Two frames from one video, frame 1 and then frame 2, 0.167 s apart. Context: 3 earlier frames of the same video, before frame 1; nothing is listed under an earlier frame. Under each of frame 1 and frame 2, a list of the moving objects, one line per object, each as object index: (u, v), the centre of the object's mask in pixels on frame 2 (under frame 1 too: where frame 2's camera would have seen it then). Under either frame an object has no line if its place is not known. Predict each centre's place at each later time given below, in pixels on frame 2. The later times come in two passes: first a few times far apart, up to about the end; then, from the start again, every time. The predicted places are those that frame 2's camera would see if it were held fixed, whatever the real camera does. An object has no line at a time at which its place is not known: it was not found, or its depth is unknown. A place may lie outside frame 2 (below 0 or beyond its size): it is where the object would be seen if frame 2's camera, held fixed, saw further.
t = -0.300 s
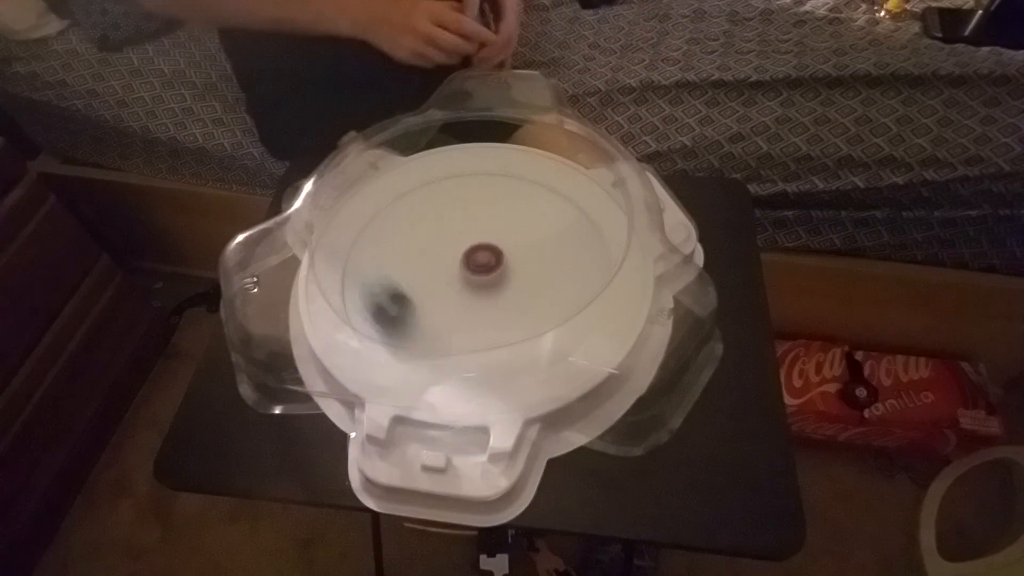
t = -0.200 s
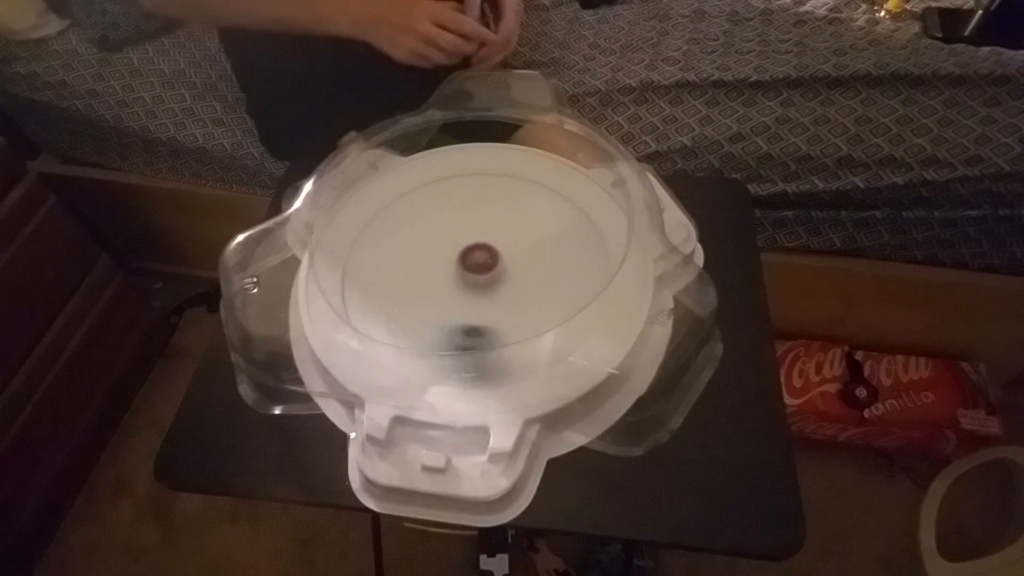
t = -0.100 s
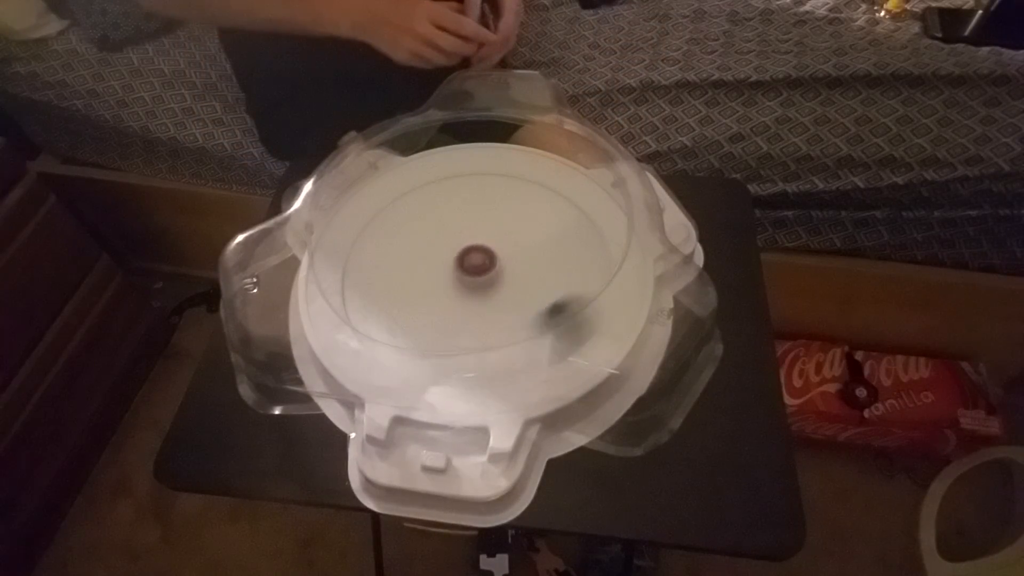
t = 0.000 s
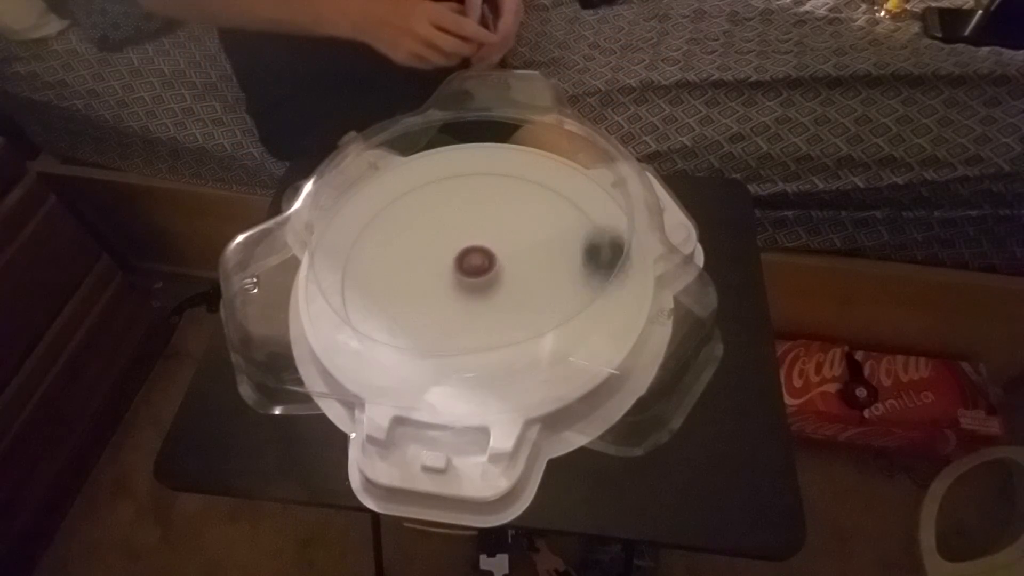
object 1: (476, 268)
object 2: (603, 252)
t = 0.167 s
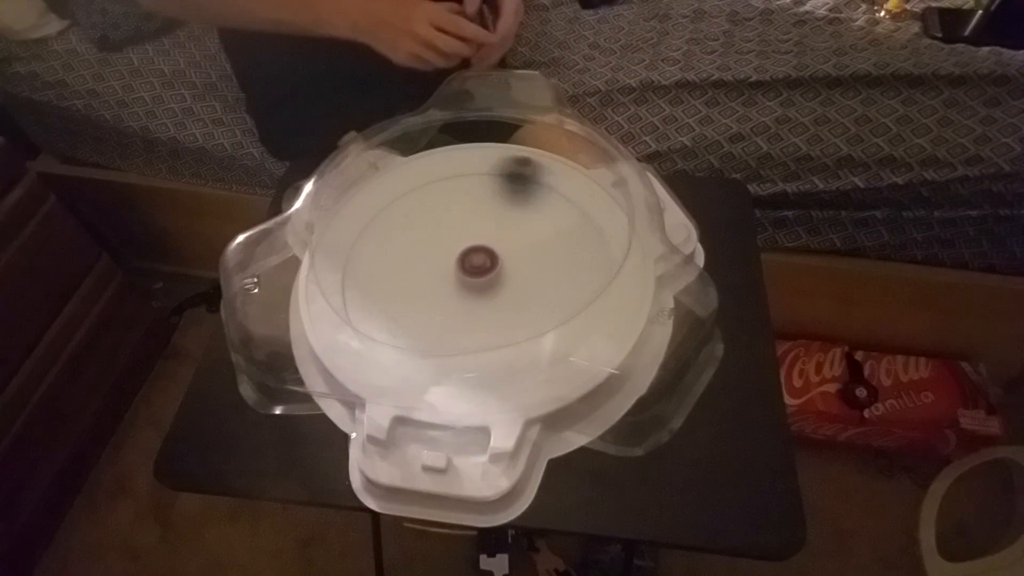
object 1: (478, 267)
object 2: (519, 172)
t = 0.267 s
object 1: (478, 268)
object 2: (439, 181)
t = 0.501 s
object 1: (478, 266)
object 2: (403, 328)
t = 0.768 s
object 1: (477, 268)
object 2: (599, 274)
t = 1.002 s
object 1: (478, 268)
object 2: (488, 183)
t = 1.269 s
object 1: (472, 268)
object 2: (377, 316)
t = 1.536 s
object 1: (477, 269)
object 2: (570, 304)
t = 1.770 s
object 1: (482, 268)
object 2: (511, 194)
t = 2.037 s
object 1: (484, 263)
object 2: (356, 276)
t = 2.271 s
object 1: (475, 261)
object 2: (502, 333)
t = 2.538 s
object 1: (475, 267)
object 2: (518, 201)
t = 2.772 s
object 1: (482, 268)
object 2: (372, 229)
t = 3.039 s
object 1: (484, 265)
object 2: (486, 326)
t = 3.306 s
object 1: (481, 265)
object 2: (537, 204)
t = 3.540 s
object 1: (481, 265)
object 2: (396, 213)
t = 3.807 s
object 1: (481, 266)
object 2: (472, 328)
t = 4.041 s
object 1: (477, 269)
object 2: (572, 239)
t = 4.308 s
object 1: (474, 267)
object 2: (430, 202)
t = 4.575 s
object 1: (474, 264)
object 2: (443, 329)
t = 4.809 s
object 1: (473, 267)
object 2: (571, 274)
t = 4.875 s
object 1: (472, 267)
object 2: (564, 240)
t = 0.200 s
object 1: (478, 267)
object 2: (491, 169)
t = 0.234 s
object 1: (478, 267)
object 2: (464, 173)
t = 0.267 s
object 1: (478, 268)
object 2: (439, 181)
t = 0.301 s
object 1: (479, 268)
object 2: (414, 198)
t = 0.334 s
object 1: (479, 268)
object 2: (395, 217)
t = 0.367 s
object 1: (479, 267)
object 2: (380, 241)
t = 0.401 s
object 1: (480, 267)
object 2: (376, 263)
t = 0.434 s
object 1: (479, 266)
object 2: (377, 288)
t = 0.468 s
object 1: (479, 266)
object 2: (387, 311)
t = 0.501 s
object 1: (478, 266)
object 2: (403, 328)
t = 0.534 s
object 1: (478, 267)
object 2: (427, 339)
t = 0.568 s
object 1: (478, 267)
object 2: (459, 342)
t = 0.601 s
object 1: (478, 267)
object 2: (488, 343)
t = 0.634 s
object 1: (477, 267)
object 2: (516, 338)
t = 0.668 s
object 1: (477, 267)
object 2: (544, 327)
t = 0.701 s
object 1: (477, 267)
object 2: (567, 312)
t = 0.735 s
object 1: (477, 268)
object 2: (583, 296)
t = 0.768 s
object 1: (477, 268)
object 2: (599, 274)
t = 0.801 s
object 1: (477, 268)
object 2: (602, 255)
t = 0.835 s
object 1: (477, 268)
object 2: (596, 236)
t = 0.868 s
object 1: (477, 269)
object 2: (583, 218)
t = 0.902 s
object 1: (478, 269)
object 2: (564, 203)
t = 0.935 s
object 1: (478, 269)
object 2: (543, 191)
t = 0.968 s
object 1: (478, 268)
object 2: (516, 185)
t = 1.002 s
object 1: (478, 268)
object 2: (488, 183)
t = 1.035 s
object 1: (478, 267)
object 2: (461, 186)
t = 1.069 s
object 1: (478, 267)
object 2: (434, 195)
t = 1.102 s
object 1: (478, 266)
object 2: (410, 210)
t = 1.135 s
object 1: (477, 266)
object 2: (391, 227)
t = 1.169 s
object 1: (476, 266)
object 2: (377, 250)
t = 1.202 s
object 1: (475, 267)
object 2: (371, 271)
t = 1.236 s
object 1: (474, 267)
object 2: (370, 294)
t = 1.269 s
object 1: (472, 268)
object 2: (377, 316)
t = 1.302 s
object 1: (470, 269)
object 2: (392, 332)
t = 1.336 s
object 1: (470, 270)
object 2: (414, 346)
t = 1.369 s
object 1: (470, 271)
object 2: (446, 366)
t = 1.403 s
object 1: (472, 271)
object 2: (475, 368)
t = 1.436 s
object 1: (474, 271)
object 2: (505, 362)
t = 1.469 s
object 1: (475, 271)
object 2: (527, 335)
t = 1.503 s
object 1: (476, 270)
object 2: (549, 322)
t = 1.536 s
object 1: (477, 269)
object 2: (570, 304)
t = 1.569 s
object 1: (478, 269)
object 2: (584, 286)
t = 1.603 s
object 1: (478, 269)
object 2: (588, 269)
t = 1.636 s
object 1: (478, 269)
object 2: (583, 249)
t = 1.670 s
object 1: (479, 268)
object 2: (571, 230)
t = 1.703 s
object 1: (480, 268)
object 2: (555, 215)
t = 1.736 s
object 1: (481, 268)
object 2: (534, 204)
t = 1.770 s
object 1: (482, 268)
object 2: (511, 194)
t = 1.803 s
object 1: (483, 268)
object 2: (485, 189)
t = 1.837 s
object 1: (484, 267)
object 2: (458, 188)
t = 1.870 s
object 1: (484, 267)
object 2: (434, 191)
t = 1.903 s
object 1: (484, 266)
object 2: (408, 201)
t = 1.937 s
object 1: (484, 265)
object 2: (387, 215)
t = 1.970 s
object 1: (485, 265)
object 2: (372, 235)
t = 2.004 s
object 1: (485, 264)
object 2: (360, 254)
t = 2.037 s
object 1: (484, 263)
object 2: (356, 276)
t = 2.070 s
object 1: (483, 263)
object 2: (360, 294)
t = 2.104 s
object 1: (482, 262)
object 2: (372, 316)
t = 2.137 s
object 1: (481, 261)
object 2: (391, 329)
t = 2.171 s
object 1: (480, 261)
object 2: (416, 340)
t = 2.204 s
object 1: (478, 261)
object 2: (444, 344)
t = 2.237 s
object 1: (476, 261)
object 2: (477, 340)
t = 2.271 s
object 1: (475, 261)
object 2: (502, 333)
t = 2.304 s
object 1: (474, 262)
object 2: (526, 322)
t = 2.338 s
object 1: (474, 262)
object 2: (546, 307)
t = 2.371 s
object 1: (473, 263)
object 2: (558, 290)
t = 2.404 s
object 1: (473, 264)
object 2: (562, 270)
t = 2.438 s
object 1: (473, 264)
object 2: (559, 250)
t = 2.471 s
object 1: (473, 265)
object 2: (550, 229)
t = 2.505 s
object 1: (474, 266)
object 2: (536, 215)
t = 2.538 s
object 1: (475, 267)
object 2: (518, 201)
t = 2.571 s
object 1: (476, 267)
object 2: (498, 191)
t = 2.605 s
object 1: (477, 267)
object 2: (475, 185)
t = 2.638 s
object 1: (478, 268)
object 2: (451, 184)
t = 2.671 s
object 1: (479, 268)
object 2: (427, 188)
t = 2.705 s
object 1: (480, 268)
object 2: (404, 198)
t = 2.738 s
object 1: (481, 268)
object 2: (386, 214)
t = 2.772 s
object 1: (482, 268)
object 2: (372, 229)
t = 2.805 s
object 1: (483, 268)
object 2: (366, 248)
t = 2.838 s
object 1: (484, 267)
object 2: (367, 271)
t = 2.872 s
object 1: (484, 267)
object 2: (374, 289)
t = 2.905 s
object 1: (484, 267)
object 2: (387, 306)
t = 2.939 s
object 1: (484, 266)
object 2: (407, 322)
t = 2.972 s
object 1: (484, 266)
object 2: (433, 329)
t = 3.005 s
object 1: (485, 265)
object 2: (458, 329)
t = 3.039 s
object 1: (484, 265)
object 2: (486, 326)
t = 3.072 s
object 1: (483, 265)
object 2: (511, 320)
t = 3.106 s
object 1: (482, 266)
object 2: (533, 305)
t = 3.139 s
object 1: (482, 266)
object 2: (551, 290)
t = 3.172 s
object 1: (482, 266)
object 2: (560, 272)
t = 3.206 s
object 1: (481, 266)
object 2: (562, 252)
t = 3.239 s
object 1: (481, 265)
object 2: (559, 233)
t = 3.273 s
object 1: (481, 265)
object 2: (550, 217)
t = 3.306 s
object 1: (481, 265)
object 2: (537, 204)
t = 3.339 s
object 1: (481, 265)
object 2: (519, 191)
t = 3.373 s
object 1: (481, 265)
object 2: (499, 182)
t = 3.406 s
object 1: (481, 265)
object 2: (478, 178)
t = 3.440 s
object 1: (481, 265)
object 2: (455, 179)
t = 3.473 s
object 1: (481, 265)
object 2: (433, 184)
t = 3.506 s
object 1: (481, 265)
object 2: (412, 196)
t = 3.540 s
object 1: (481, 265)
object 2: (396, 213)
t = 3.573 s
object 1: (481, 265)
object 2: (386, 229)
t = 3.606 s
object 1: (481, 265)
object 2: (382, 249)
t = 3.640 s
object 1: (481, 265)
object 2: (383, 270)
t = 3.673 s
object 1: (481, 265)
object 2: (390, 288)
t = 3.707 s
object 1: (481, 265)
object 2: (402, 304)
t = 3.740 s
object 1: (481, 265)
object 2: (422, 316)
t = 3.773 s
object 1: (481, 266)
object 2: (446, 327)
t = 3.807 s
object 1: (481, 266)
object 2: (472, 328)
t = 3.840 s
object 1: (481, 266)
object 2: (498, 326)
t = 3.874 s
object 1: (480, 267)
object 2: (522, 319)
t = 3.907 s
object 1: (480, 267)
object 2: (544, 307)
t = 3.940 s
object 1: (479, 267)
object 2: (561, 293)
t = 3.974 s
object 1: (478, 268)
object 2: (570, 276)
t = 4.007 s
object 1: (477, 269)
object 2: (575, 259)
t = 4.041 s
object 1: (477, 269)
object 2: (572, 239)
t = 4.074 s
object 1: (476, 269)
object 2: (565, 221)
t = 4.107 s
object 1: (476, 268)
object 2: (553, 208)
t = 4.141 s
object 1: (475, 268)
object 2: (537, 196)
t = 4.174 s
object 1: (475, 268)
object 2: (517, 189)
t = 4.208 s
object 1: (475, 268)
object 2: (495, 186)
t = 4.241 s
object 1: (475, 268)
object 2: (473, 186)
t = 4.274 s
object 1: (475, 268)
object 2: (451, 192)
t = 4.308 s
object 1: (474, 267)
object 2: (430, 202)
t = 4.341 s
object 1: (474, 267)
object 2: (412, 216)
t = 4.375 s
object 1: (474, 267)
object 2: (400, 232)
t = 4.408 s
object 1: (474, 266)
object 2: (395, 252)
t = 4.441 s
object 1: (474, 265)
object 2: (393, 271)
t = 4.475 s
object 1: (474, 264)
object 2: (397, 288)
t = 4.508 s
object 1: (474, 264)
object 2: (406, 304)
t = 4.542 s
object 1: (474, 264)
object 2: (422, 318)
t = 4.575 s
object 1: (474, 264)
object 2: (443, 329)
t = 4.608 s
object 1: (474, 264)
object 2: (464, 332)
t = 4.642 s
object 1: (474, 265)
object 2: (487, 331)
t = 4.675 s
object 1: (474, 265)
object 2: (514, 326)
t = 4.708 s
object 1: (474, 266)
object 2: (536, 317)
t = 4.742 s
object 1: (473, 267)
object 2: (553, 305)
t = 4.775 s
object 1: (473, 267)
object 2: (565, 291)
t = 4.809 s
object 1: (473, 267)
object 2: (571, 274)
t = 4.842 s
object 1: (472, 267)
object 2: (570, 256)
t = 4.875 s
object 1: (472, 267)
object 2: (564, 240)
